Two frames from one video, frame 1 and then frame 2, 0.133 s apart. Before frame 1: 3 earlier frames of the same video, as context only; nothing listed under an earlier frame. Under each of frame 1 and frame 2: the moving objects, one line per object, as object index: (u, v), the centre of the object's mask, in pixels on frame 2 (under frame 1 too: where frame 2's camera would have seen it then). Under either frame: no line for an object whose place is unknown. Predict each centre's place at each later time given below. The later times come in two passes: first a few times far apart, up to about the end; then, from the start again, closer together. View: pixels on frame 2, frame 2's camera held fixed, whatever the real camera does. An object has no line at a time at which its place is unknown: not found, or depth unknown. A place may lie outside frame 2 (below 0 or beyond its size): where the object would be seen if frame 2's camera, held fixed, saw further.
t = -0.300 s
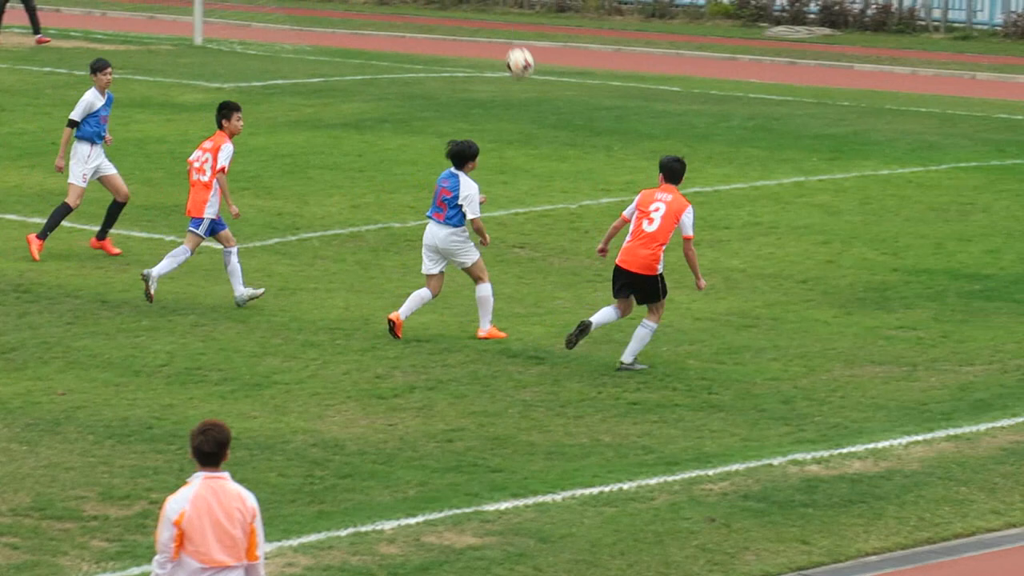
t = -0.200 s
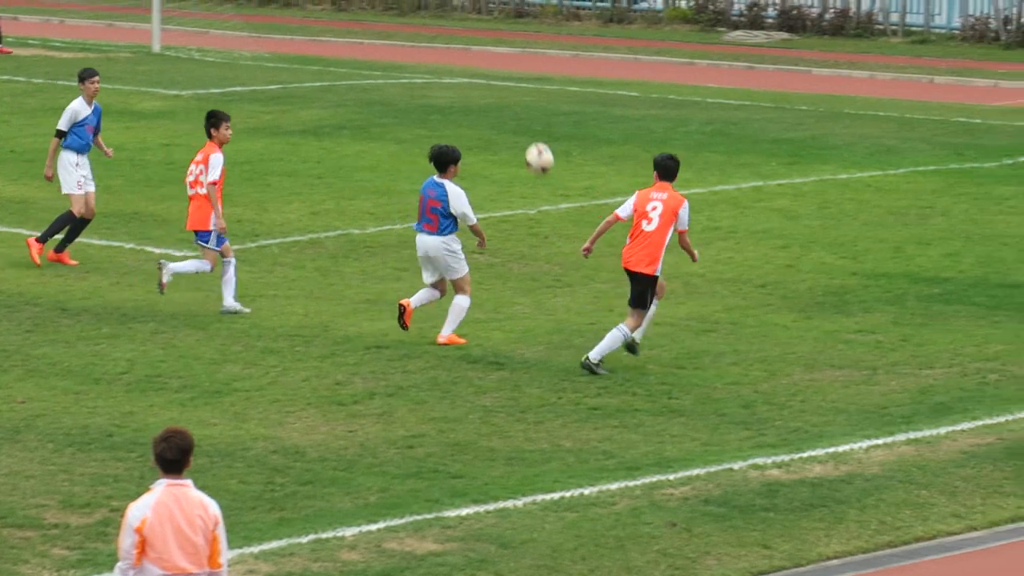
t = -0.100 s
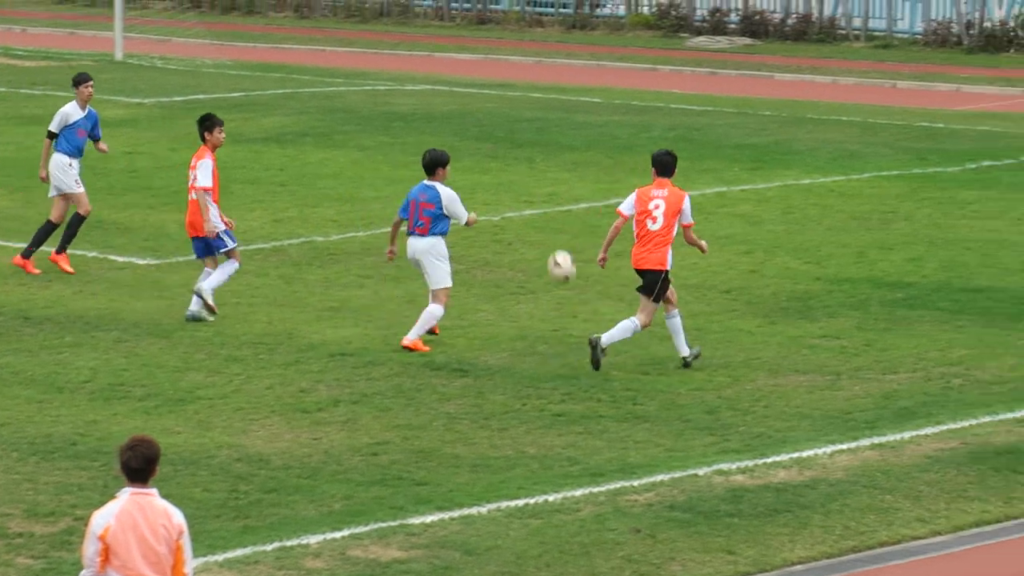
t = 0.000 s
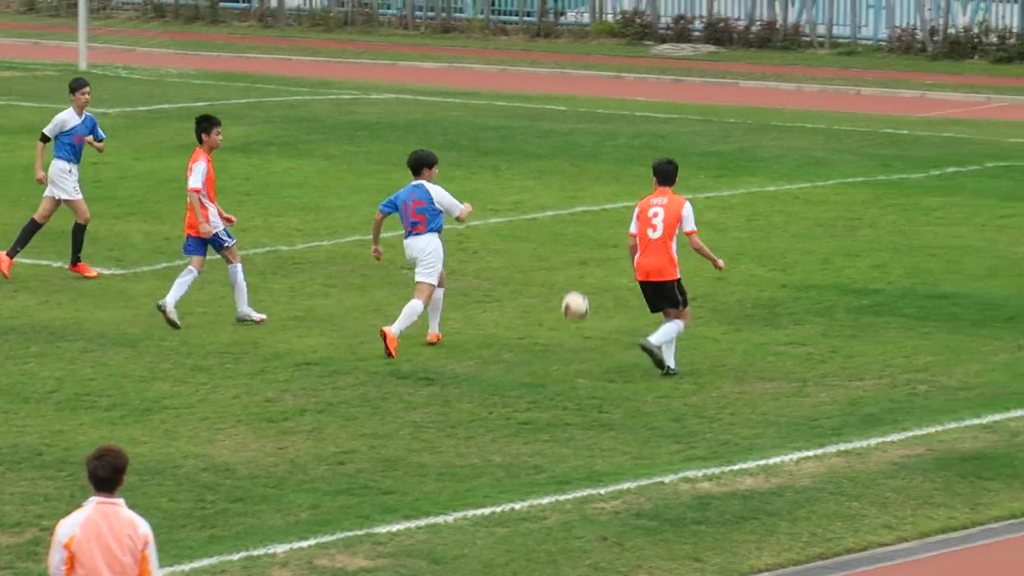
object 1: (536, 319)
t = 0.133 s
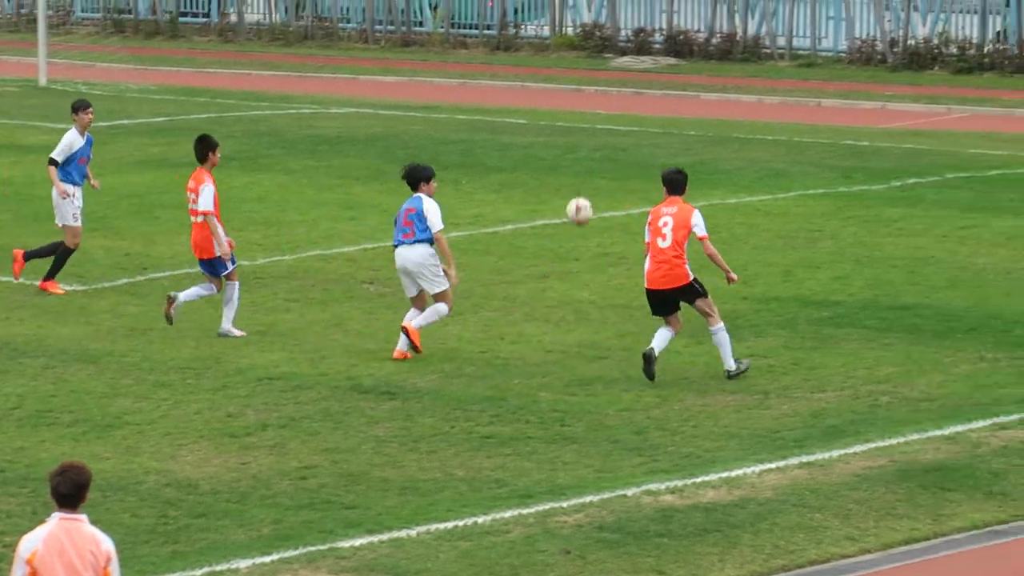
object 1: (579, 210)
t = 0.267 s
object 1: (622, 126)
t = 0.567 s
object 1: (719, 20)
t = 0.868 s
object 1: (813, 26)
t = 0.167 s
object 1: (590, 187)
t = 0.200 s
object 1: (601, 165)
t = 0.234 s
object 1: (611, 145)
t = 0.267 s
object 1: (622, 126)
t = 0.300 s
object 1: (632, 108)
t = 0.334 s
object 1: (644, 93)
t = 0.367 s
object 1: (654, 78)
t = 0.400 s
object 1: (665, 65)
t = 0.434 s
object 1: (675, 52)
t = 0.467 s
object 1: (686, 43)
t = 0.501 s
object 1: (697, 34)
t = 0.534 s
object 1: (707, 27)
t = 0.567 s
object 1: (719, 20)
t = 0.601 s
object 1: (728, 14)
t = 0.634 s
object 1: (740, 11)
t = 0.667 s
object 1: (749, 9)
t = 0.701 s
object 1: (760, 9)
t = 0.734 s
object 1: (771, 9)
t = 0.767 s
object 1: (782, 11)
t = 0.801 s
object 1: (792, 15)
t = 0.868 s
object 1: (813, 26)
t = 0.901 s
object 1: (823, 33)
